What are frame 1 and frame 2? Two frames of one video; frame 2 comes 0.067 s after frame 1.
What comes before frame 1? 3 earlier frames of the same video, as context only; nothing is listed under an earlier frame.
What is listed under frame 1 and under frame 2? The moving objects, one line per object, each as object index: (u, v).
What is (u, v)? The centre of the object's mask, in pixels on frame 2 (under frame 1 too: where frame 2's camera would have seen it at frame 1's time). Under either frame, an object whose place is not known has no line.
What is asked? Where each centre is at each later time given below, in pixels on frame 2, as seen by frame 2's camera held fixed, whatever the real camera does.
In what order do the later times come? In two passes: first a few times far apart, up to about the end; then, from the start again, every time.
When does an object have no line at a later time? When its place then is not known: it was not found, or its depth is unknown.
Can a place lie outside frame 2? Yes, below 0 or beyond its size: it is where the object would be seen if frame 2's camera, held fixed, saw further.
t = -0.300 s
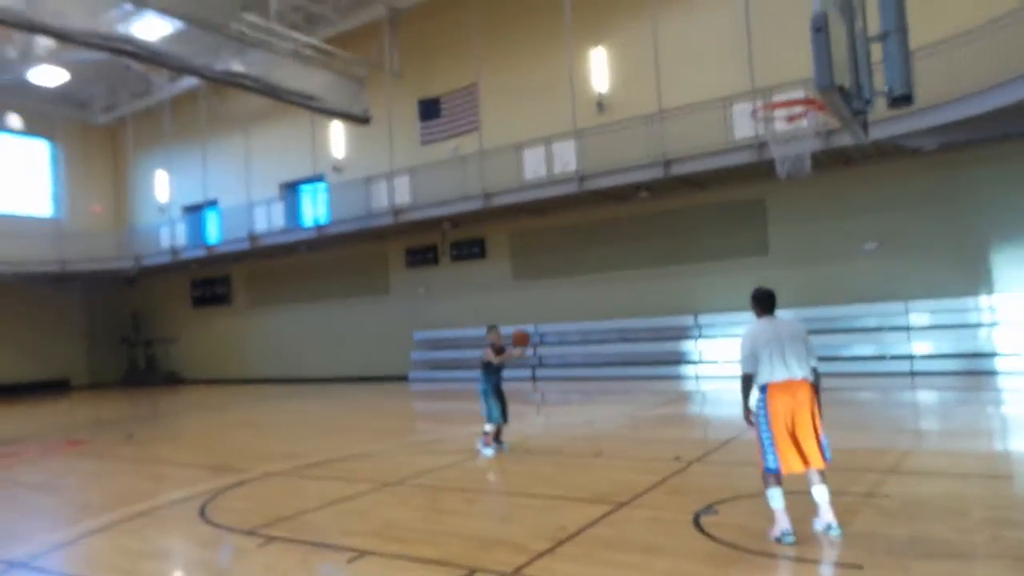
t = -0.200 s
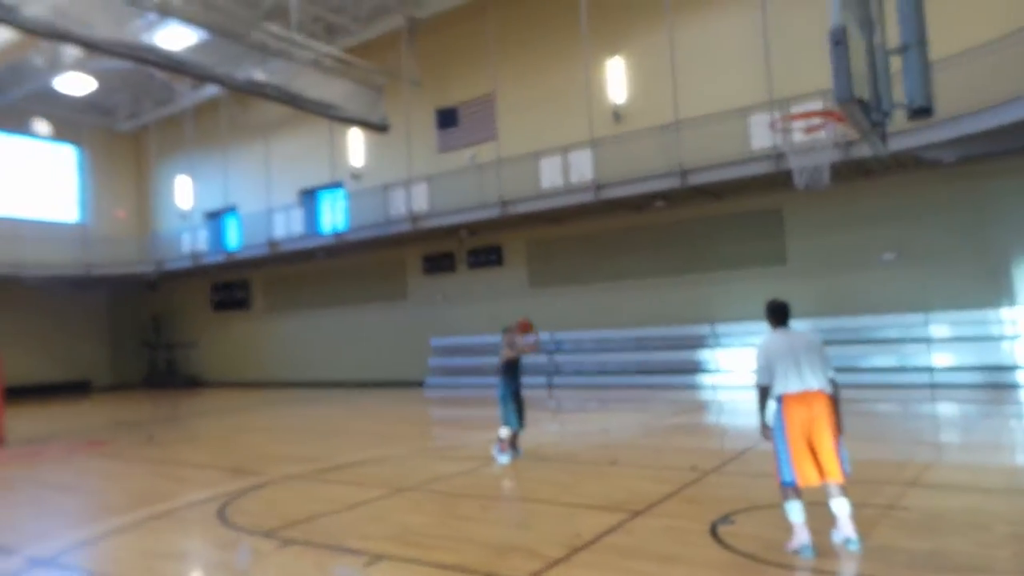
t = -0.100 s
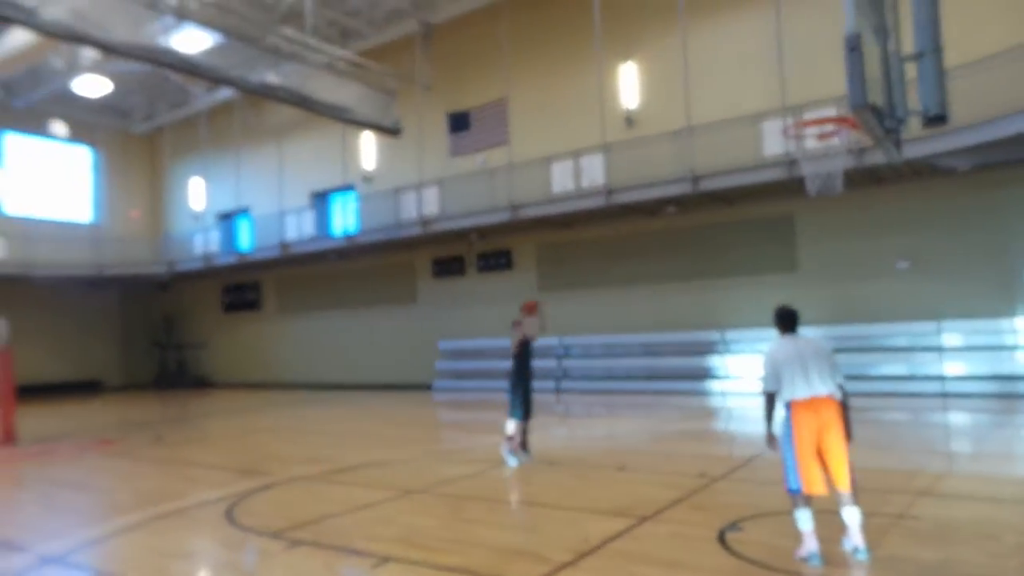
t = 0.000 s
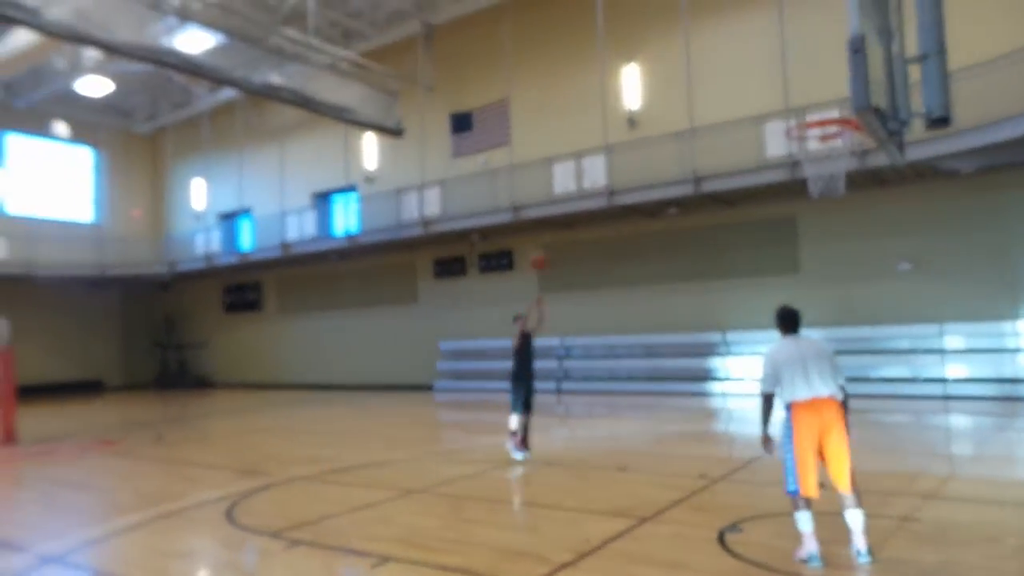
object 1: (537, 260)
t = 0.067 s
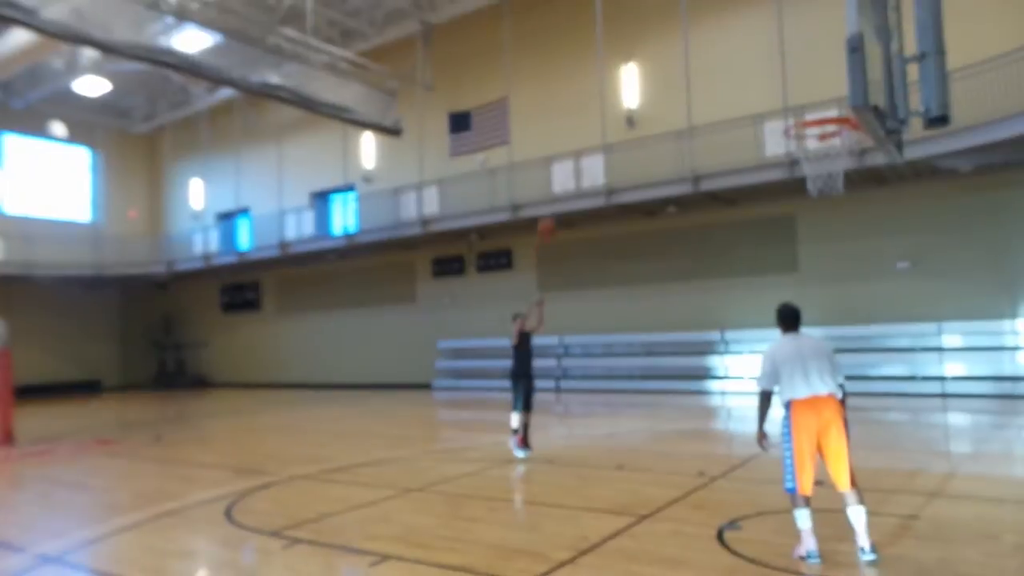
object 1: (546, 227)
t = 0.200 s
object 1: (567, 175)
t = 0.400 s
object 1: (602, 112)
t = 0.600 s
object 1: (646, 76)
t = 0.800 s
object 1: (697, 76)
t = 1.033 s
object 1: (773, 136)
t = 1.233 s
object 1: (685, 193)
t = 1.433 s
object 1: (613, 277)
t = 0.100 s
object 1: (553, 217)
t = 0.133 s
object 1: (557, 201)
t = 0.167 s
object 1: (561, 187)
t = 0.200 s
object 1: (567, 175)
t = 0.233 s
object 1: (573, 162)
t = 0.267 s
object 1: (579, 150)
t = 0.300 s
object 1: (584, 140)
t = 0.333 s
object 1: (590, 130)
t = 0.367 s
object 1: (596, 121)
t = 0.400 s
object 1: (602, 112)
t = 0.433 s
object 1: (609, 104)
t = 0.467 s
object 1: (615, 97)
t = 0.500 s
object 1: (622, 91)
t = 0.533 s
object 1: (630, 85)
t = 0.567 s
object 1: (638, 80)
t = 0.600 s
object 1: (646, 76)
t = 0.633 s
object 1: (653, 73)
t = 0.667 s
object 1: (661, 72)
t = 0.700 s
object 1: (670, 71)
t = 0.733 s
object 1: (679, 72)
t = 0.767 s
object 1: (688, 74)
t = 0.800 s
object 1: (697, 76)
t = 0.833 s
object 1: (708, 80)
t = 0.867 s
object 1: (719, 86)
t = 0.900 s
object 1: (730, 92)
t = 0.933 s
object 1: (741, 101)
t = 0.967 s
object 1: (752, 111)
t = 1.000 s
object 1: (764, 123)
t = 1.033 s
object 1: (773, 136)
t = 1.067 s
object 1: (759, 144)
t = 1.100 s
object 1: (743, 152)
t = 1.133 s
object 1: (727, 160)
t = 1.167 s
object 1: (713, 169)
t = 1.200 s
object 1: (701, 182)
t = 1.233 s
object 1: (685, 193)
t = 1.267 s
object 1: (671, 204)
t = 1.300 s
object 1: (660, 215)
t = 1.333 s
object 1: (648, 230)
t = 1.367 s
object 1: (635, 245)
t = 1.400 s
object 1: (624, 260)
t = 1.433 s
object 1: (613, 277)
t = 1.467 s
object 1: (604, 294)
